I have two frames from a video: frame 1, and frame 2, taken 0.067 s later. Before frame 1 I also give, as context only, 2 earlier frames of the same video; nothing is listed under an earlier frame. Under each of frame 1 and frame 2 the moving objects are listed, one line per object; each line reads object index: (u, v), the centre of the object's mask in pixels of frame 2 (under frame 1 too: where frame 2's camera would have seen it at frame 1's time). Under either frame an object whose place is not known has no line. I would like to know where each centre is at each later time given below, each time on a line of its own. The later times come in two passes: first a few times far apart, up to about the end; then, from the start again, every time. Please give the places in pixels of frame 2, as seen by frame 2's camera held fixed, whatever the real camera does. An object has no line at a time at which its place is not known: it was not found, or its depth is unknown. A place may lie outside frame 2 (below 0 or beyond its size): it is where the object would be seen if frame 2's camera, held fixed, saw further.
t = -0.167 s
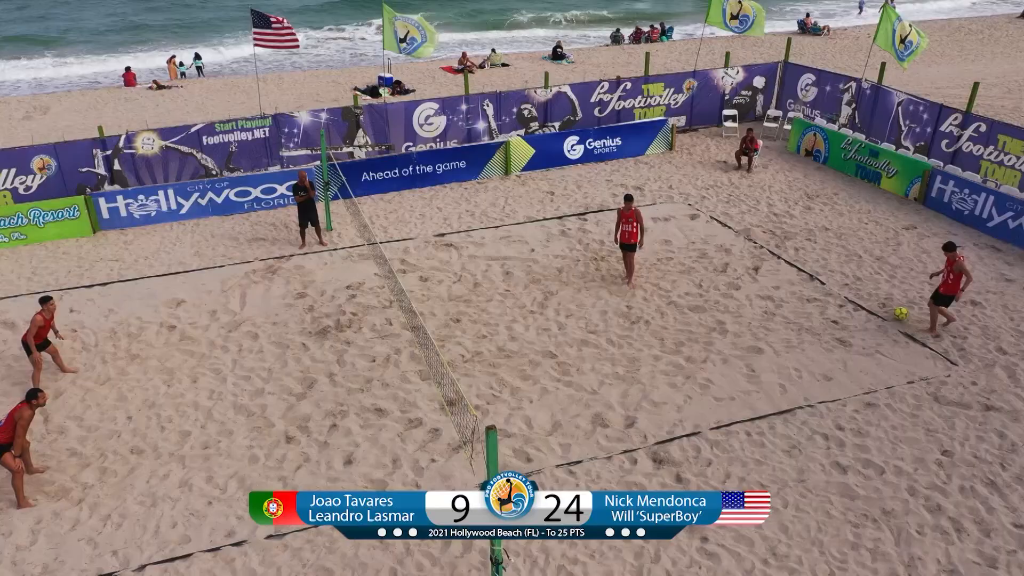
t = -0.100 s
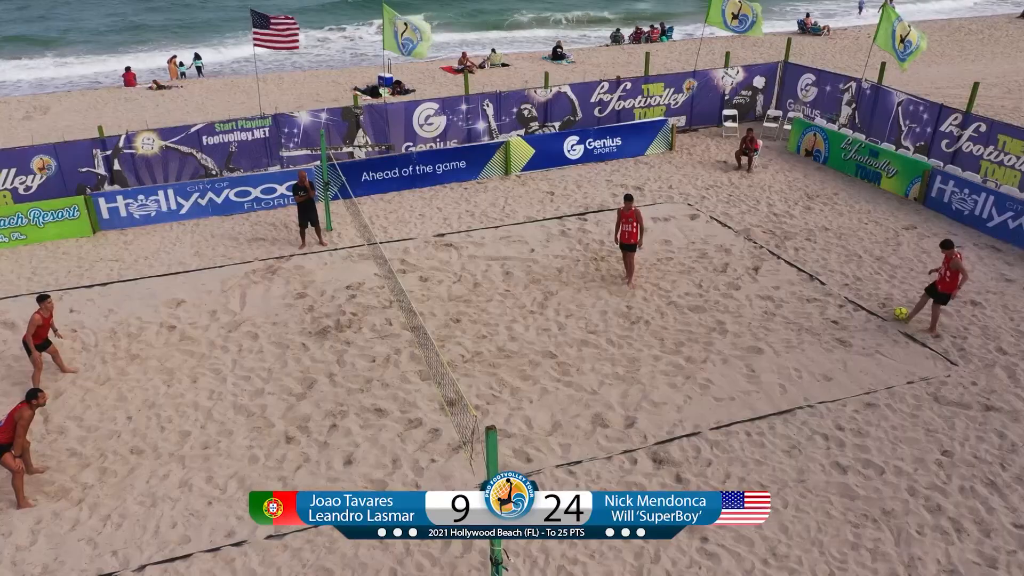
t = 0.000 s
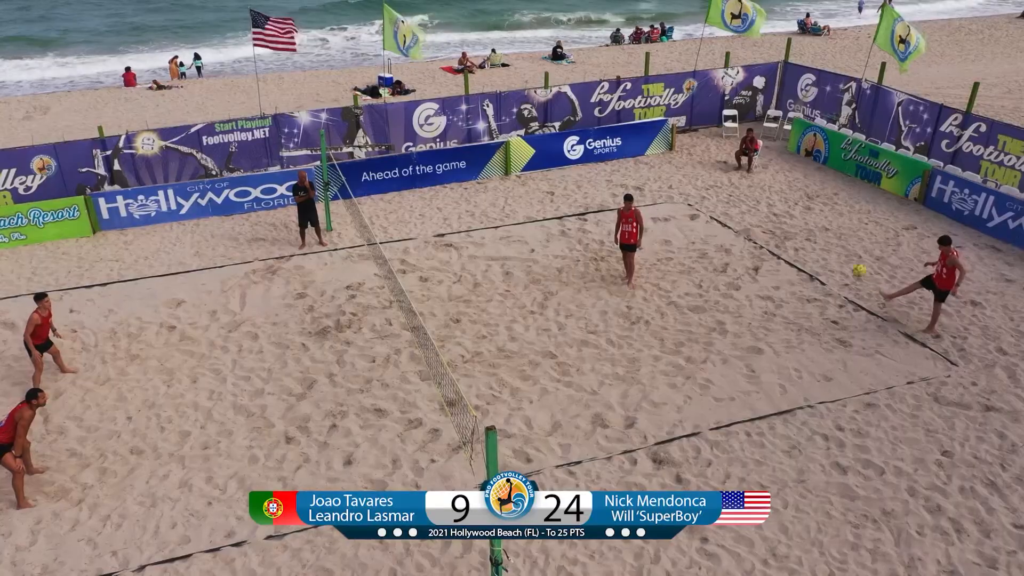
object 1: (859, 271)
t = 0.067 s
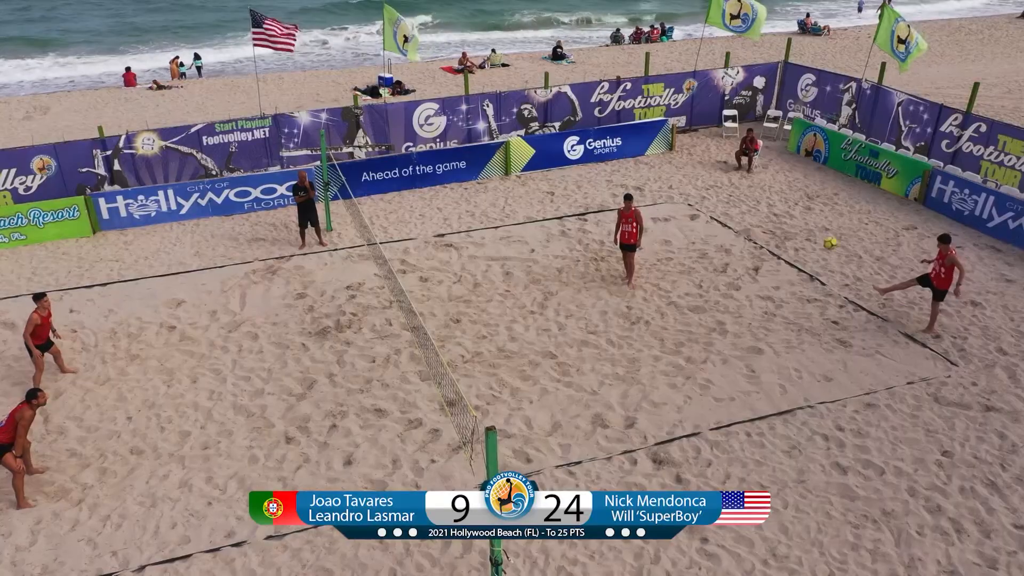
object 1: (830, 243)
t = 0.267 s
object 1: (737, 173)
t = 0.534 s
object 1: (603, 113)
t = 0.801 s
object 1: (460, 98)
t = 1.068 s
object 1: (318, 133)
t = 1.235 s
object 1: (232, 180)
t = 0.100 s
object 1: (816, 229)
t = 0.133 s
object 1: (800, 218)
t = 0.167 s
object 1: (785, 206)
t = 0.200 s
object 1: (769, 194)
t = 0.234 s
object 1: (753, 183)
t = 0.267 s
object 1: (737, 173)
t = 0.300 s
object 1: (721, 164)
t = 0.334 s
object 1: (704, 155)
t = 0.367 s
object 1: (688, 146)
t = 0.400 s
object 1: (672, 139)
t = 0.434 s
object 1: (654, 130)
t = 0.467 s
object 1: (637, 125)
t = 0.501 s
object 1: (620, 118)
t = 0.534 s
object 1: (603, 113)
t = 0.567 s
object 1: (585, 109)
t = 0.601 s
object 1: (568, 105)
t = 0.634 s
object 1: (550, 102)
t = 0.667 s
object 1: (532, 100)
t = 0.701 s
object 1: (514, 98)
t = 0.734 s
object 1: (496, 97)
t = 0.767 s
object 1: (478, 97)
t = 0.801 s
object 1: (460, 98)
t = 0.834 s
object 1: (442, 100)
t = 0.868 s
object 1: (424, 102)
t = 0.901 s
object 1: (406, 105)
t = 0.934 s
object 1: (388, 110)
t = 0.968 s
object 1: (370, 114)
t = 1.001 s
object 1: (353, 120)
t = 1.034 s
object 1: (335, 126)
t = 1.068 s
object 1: (318, 133)
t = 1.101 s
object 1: (300, 141)
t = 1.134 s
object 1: (283, 150)
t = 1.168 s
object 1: (266, 159)
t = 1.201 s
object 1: (249, 169)
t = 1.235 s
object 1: (232, 180)
